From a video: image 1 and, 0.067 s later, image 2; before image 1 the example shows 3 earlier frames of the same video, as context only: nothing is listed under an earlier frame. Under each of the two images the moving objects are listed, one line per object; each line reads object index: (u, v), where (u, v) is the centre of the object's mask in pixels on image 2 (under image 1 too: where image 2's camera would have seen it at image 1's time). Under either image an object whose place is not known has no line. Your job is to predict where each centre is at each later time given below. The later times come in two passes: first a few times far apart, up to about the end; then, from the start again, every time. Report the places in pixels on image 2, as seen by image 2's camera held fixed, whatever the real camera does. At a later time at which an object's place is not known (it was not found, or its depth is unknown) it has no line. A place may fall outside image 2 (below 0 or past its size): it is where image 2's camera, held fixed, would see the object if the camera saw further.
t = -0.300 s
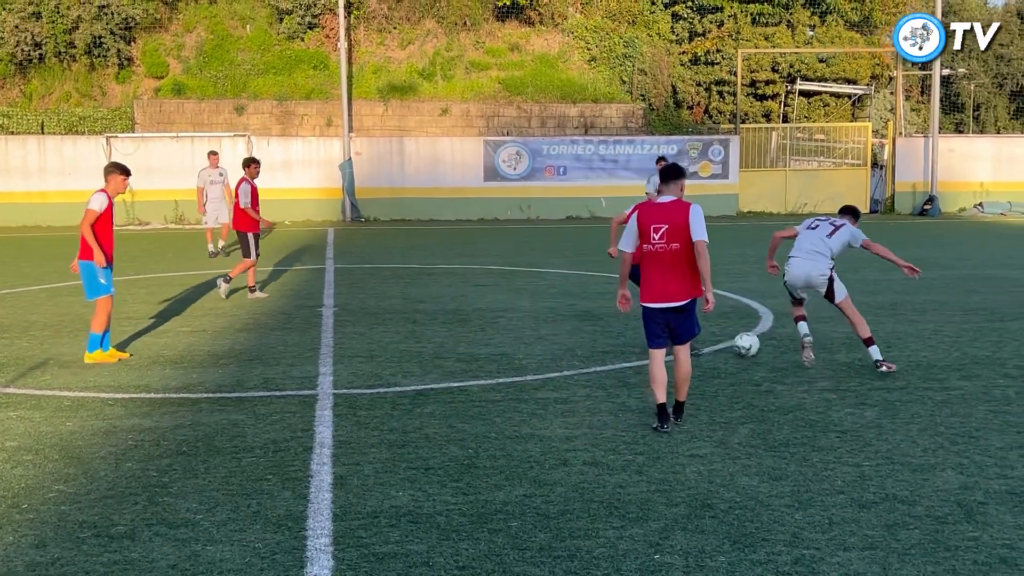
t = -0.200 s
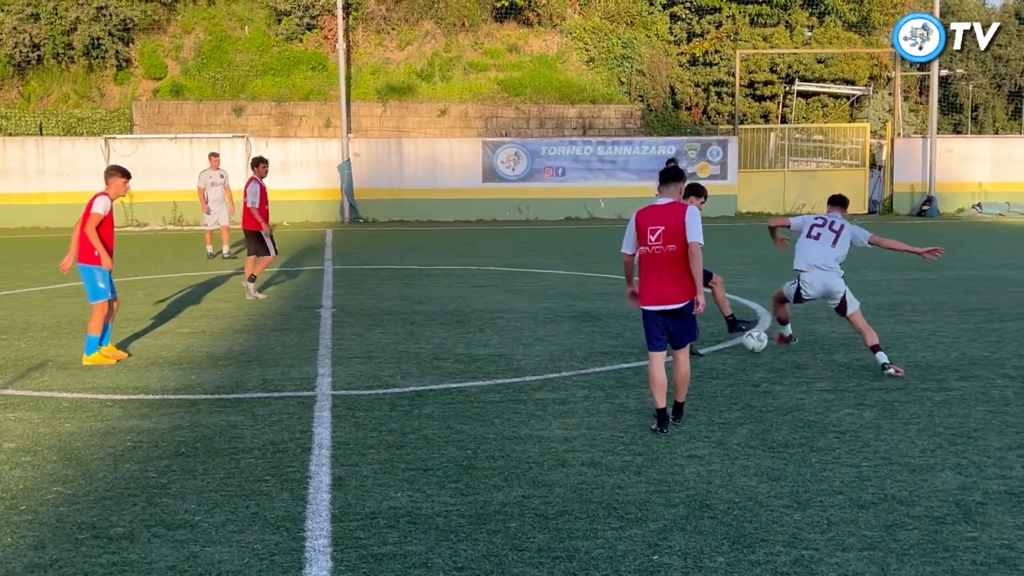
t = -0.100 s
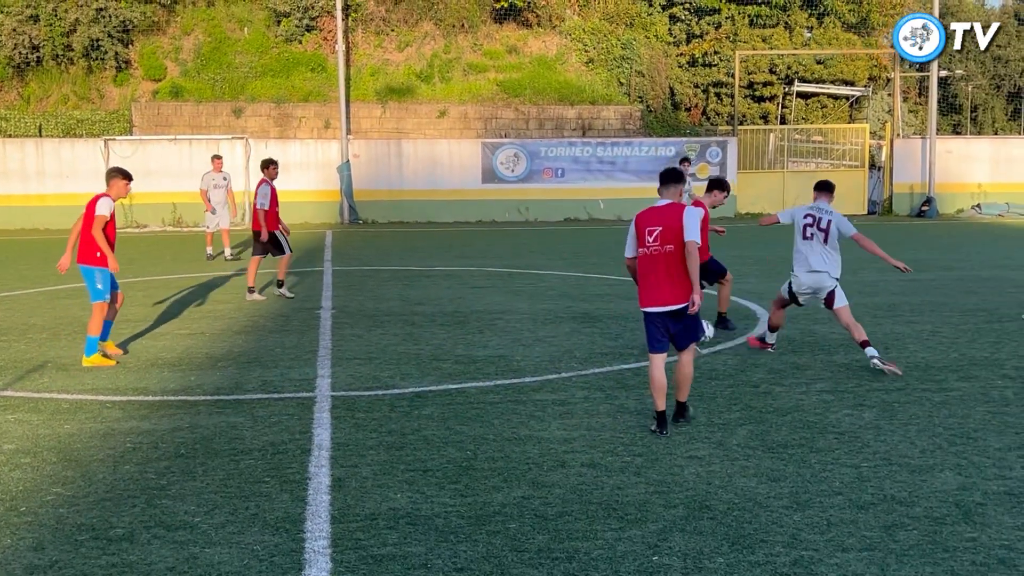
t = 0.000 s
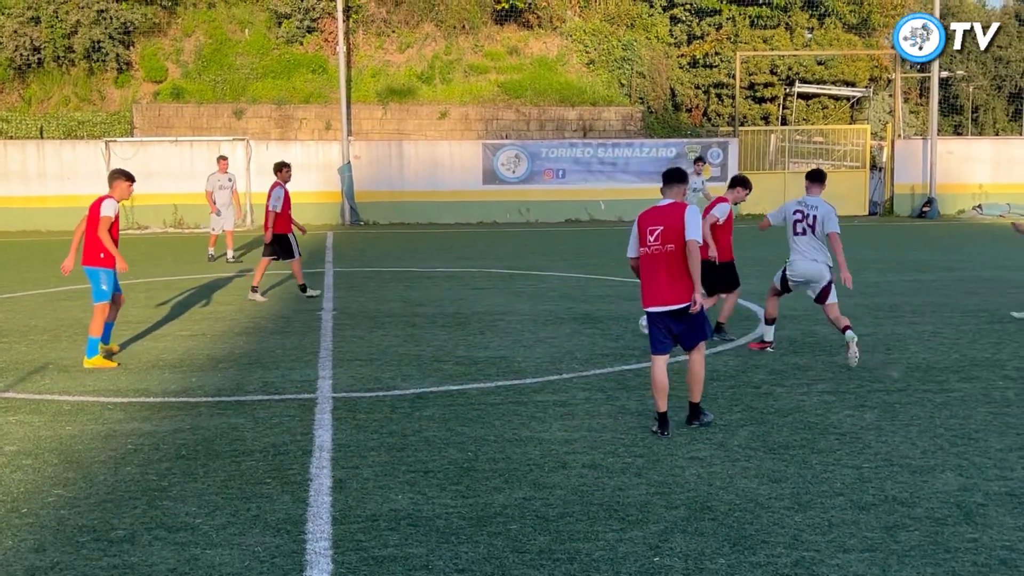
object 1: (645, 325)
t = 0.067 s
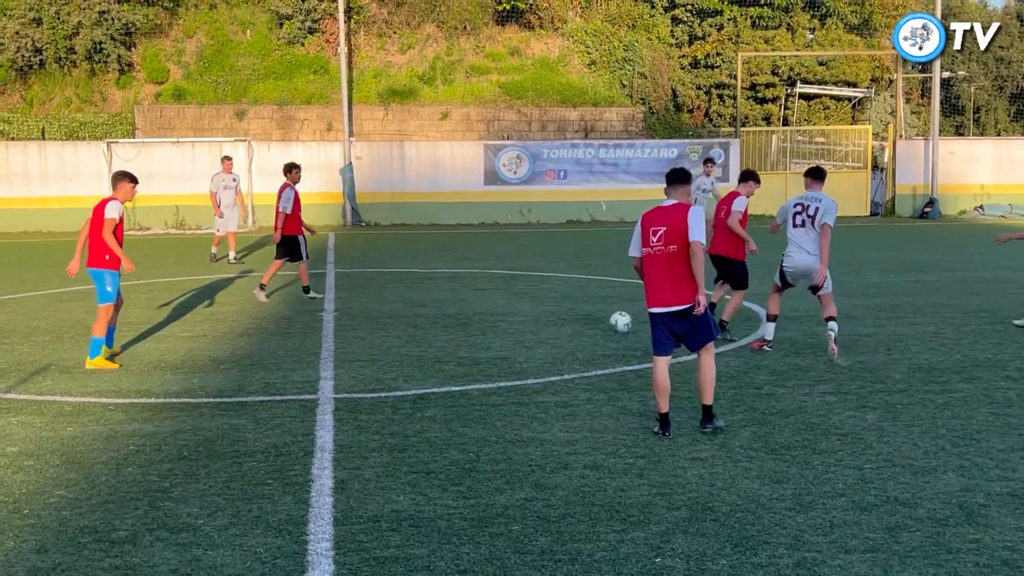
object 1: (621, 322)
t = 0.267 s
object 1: (542, 308)
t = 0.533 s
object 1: (458, 300)
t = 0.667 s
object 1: (421, 293)
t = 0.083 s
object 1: (613, 321)
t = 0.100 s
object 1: (606, 320)
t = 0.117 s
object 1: (599, 318)
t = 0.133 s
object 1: (592, 317)
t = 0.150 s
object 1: (586, 316)
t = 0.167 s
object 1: (579, 316)
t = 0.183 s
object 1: (573, 315)
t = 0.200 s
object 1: (566, 314)
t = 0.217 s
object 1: (560, 312)
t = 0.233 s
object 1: (554, 310)
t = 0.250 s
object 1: (548, 308)
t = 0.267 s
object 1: (542, 308)
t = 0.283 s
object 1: (536, 307)
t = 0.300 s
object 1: (530, 307)
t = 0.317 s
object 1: (524, 307)
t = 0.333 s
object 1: (519, 307)
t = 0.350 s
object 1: (514, 307)
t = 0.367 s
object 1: (508, 305)
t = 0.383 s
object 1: (503, 304)
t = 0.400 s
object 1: (497, 303)
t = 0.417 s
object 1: (492, 302)
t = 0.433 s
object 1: (487, 302)
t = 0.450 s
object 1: (482, 302)
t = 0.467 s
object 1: (477, 302)
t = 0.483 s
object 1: (472, 302)
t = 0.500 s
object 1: (467, 301)
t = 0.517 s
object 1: (463, 300)
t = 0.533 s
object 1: (458, 300)
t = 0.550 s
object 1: (453, 299)
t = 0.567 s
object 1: (448, 297)
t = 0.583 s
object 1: (443, 297)
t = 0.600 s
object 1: (439, 296)
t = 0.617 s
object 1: (434, 295)
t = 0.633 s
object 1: (430, 295)
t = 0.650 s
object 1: (426, 294)
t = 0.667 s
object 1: (421, 293)
